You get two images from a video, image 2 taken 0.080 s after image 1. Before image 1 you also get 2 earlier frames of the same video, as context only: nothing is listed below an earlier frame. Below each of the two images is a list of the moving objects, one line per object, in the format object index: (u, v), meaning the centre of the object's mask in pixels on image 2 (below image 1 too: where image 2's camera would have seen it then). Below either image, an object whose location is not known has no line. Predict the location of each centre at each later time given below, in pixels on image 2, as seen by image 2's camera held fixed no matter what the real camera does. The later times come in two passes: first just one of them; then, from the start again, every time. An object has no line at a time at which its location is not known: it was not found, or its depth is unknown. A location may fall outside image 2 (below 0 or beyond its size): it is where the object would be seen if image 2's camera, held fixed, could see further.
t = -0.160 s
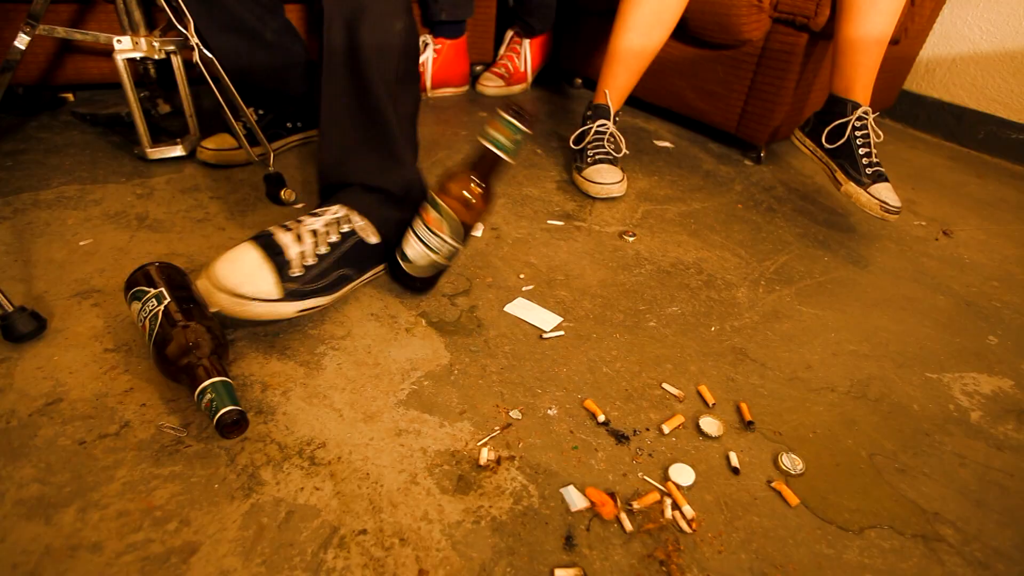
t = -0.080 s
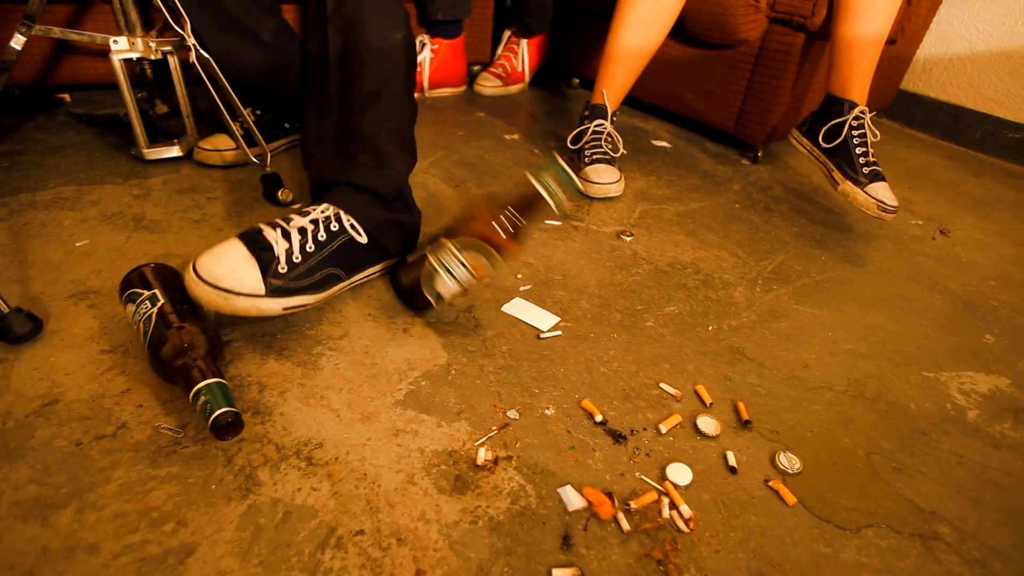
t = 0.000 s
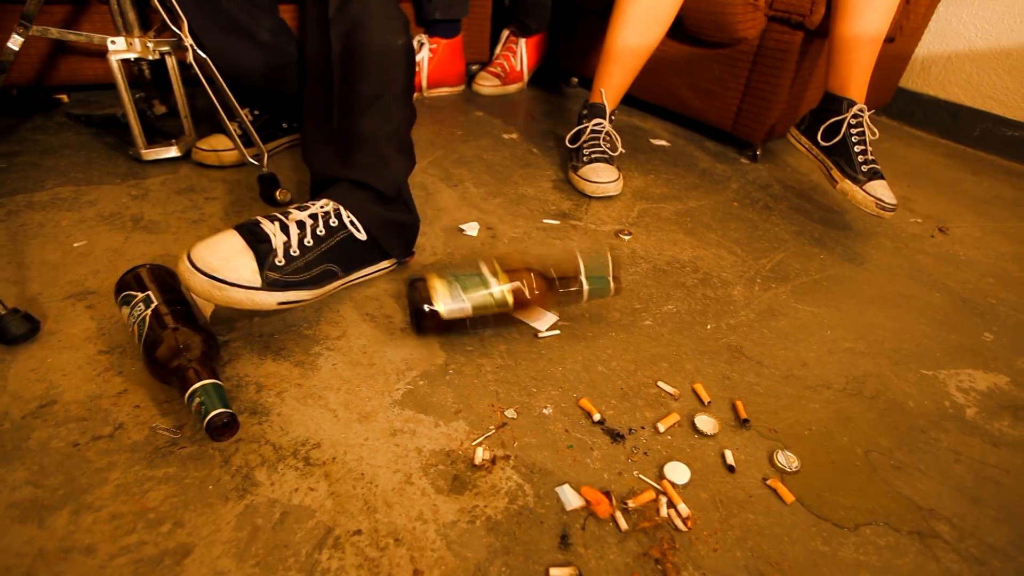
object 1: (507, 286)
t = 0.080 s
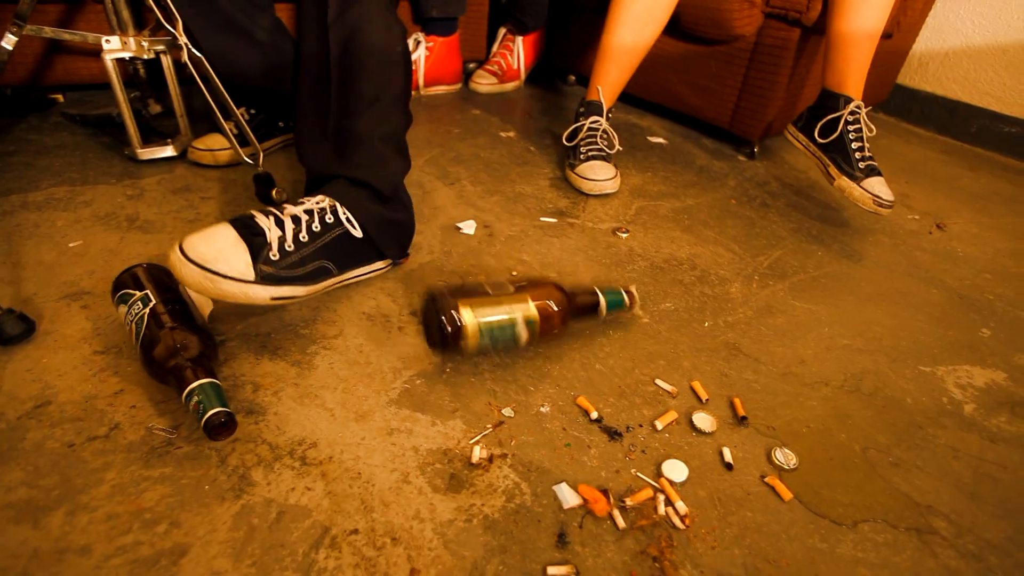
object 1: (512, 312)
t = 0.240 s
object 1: (550, 370)
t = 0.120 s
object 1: (518, 330)
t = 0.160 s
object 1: (527, 341)
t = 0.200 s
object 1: (538, 356)
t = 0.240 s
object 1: (550, 370)
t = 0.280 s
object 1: (560, 383)
